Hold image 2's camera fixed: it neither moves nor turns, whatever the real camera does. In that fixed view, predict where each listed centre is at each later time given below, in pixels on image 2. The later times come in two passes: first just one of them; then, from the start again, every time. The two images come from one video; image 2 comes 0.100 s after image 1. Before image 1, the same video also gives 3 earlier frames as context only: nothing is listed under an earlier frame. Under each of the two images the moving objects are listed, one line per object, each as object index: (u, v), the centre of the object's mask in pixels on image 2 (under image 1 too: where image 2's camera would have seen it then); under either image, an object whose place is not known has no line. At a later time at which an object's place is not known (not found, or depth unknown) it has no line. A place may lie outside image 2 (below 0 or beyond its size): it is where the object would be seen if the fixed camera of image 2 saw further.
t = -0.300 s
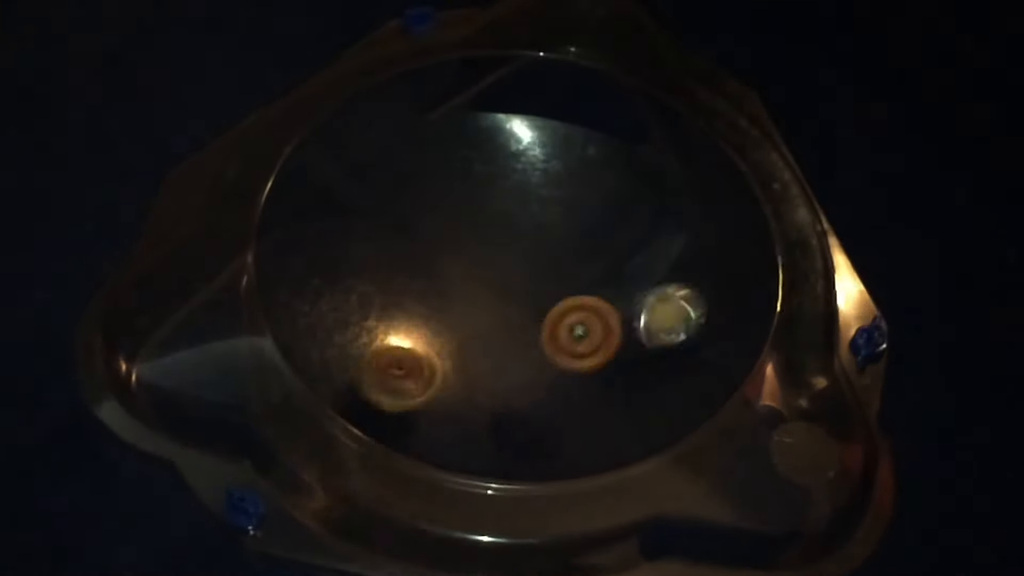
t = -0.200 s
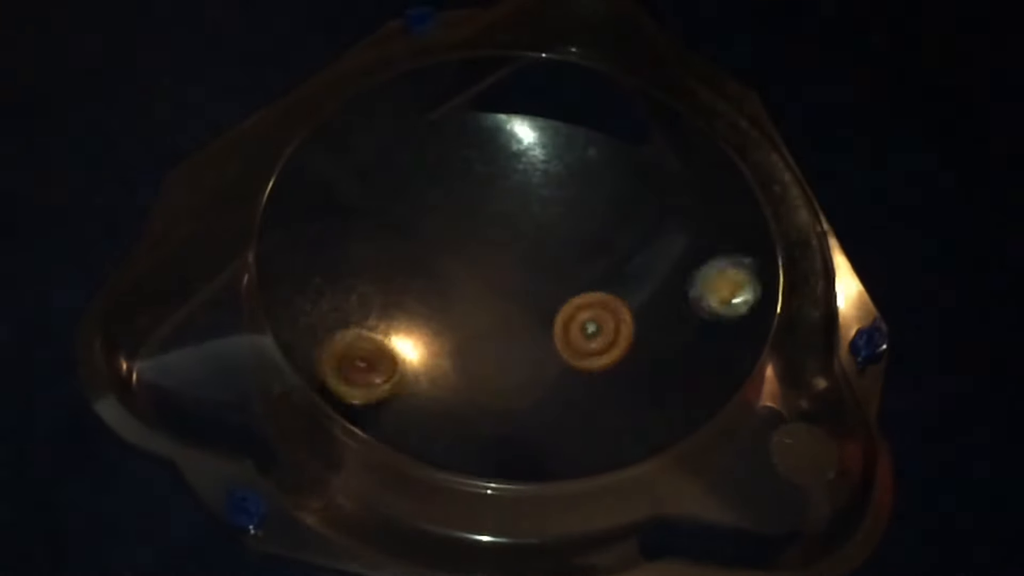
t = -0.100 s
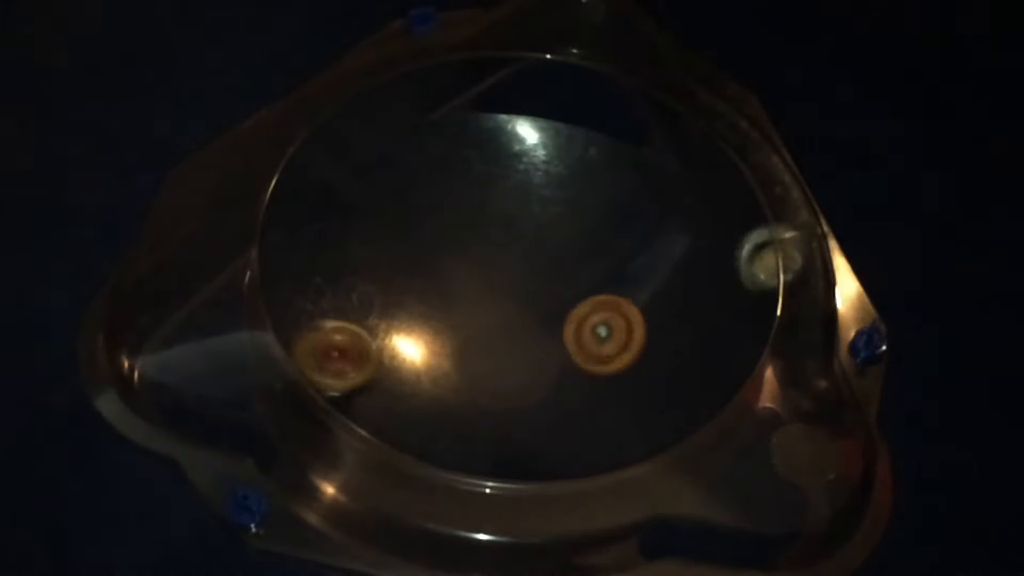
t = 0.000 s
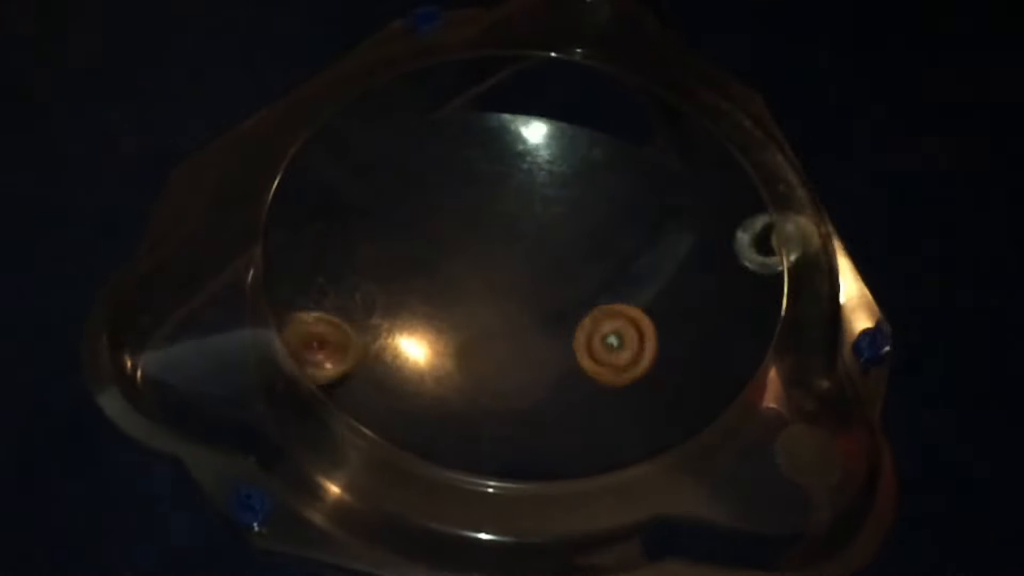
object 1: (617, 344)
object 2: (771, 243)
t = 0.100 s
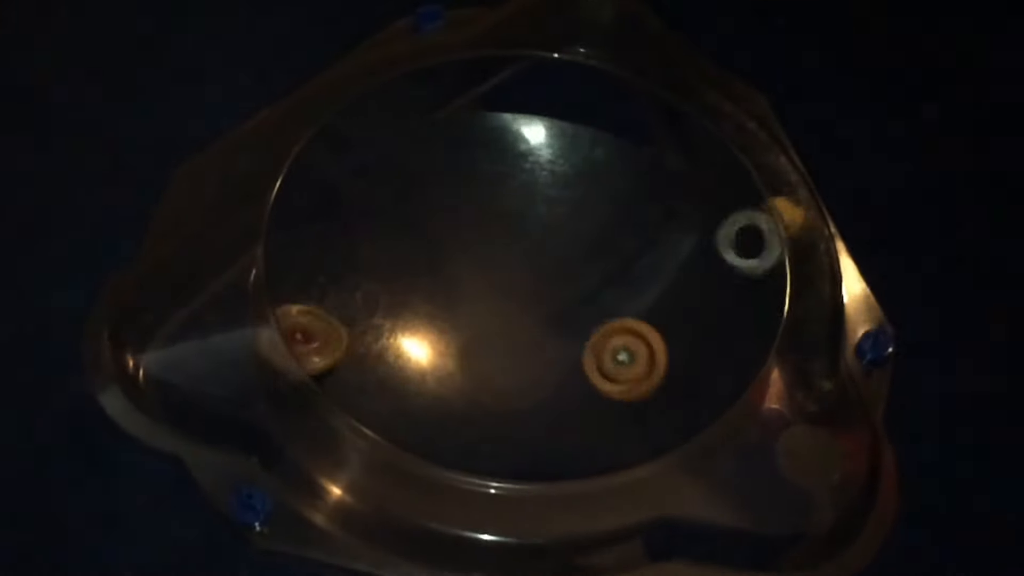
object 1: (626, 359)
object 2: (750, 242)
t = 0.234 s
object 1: (635, 390)
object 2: (717, 260)
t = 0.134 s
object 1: (628, 366)
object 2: (740, 246)
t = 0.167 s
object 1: (630, 373)
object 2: (734, 248)
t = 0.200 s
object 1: (633, 381)
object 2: (725, 255)
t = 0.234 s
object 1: (635, 390)
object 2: (717, 260)
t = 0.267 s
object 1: (637, 399)
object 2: (710, 265)
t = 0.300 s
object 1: (638, 407)
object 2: (698, 272)
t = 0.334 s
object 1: (640, 419)
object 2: (690, 279)
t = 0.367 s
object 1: (640, 424)
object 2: (681, 286)
